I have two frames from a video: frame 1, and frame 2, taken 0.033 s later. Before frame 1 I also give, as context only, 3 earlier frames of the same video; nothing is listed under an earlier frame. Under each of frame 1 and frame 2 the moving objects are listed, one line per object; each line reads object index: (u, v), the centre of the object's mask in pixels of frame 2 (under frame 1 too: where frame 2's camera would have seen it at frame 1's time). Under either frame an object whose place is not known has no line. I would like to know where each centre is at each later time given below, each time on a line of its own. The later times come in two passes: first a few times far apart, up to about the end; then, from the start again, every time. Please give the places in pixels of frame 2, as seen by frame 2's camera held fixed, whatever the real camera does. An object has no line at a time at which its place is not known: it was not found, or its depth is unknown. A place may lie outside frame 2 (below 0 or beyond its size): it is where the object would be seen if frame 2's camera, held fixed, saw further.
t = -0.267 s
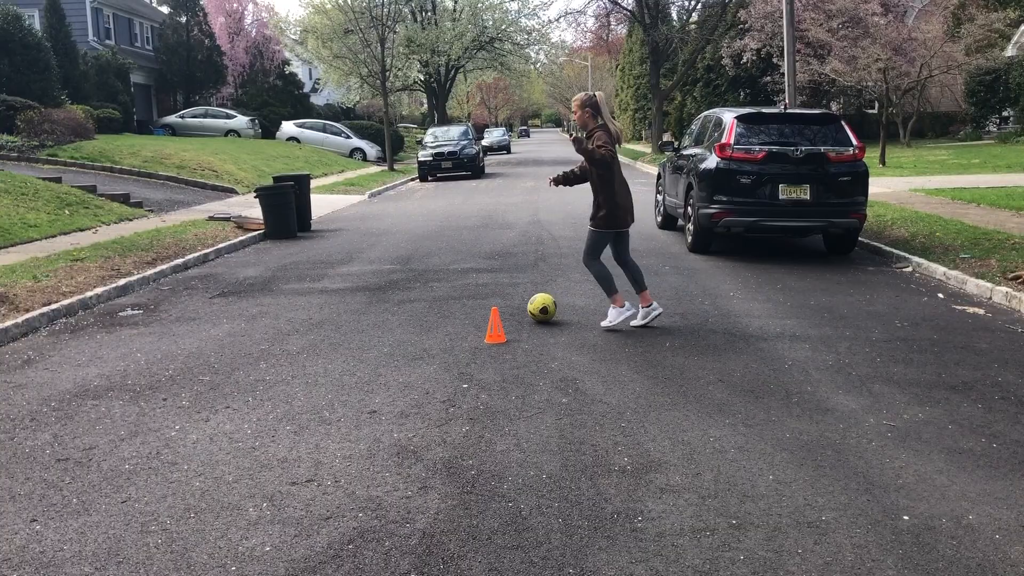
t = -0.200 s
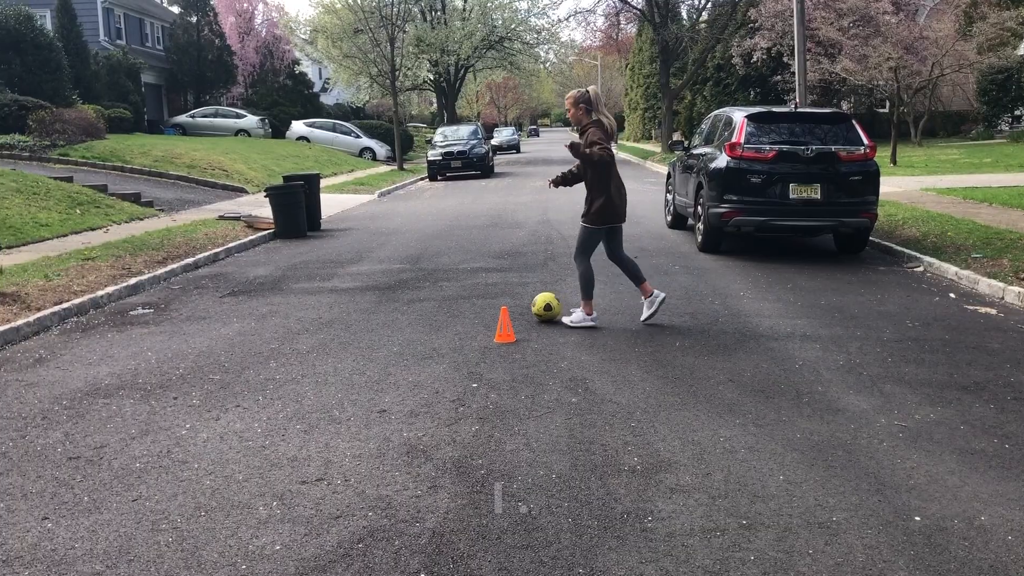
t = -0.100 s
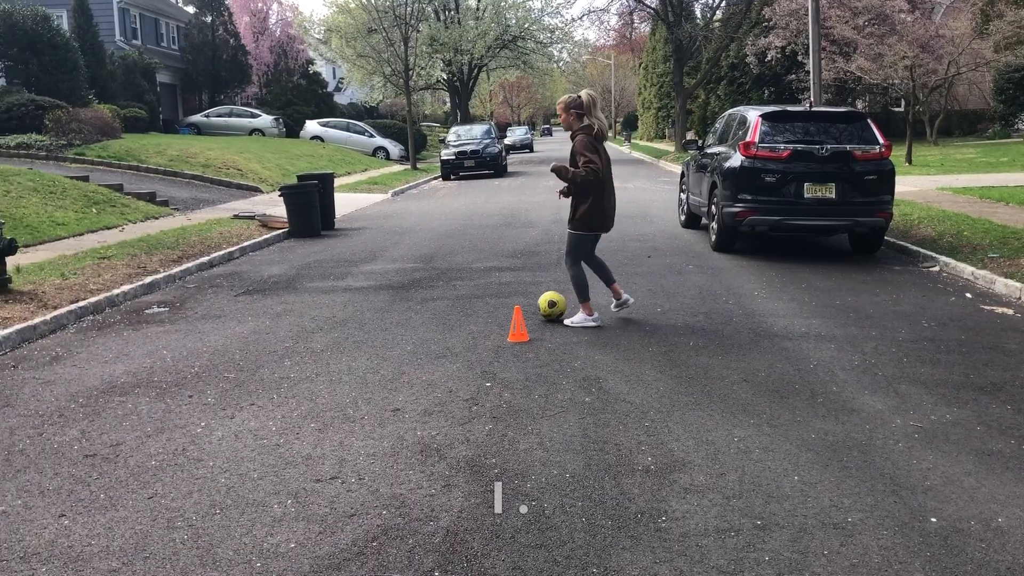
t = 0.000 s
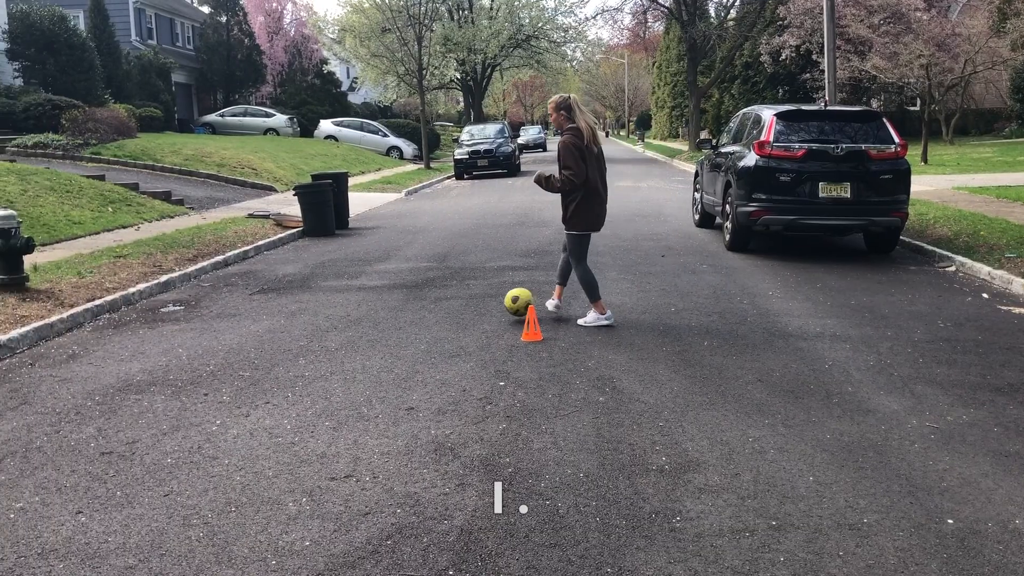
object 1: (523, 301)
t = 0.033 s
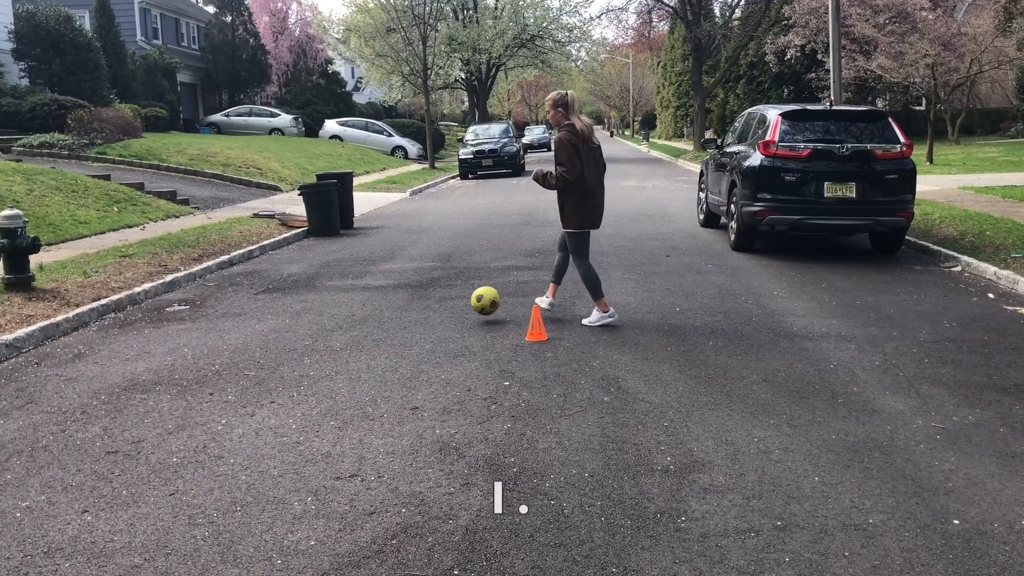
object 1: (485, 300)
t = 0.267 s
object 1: (231, 316)
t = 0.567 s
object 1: (87, 279)
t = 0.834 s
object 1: (208, 216)
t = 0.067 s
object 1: (448, 301)
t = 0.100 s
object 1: (410, 302)
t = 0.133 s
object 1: (373, 305)
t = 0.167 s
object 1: (336, 309)
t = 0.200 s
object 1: (300, 315)
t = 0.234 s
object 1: (265, 316)
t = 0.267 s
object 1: (231, 316)
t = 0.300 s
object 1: (197, 317)
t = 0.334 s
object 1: (164, 319)
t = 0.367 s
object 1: (130, 323)
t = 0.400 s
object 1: (98, 327)
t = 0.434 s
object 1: (68, 326)
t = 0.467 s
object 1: (44, 325)
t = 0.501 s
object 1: (57, 308)
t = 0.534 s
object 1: (71, 293)
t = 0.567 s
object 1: (87, 279)
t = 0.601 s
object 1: (101, 266)
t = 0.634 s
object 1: (115, 255)
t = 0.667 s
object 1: (130, 245)
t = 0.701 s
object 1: (146, 236)
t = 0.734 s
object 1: (161, 229)
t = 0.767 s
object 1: (177, 223)
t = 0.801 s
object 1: (192, 218)
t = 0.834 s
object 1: (208, 216)
